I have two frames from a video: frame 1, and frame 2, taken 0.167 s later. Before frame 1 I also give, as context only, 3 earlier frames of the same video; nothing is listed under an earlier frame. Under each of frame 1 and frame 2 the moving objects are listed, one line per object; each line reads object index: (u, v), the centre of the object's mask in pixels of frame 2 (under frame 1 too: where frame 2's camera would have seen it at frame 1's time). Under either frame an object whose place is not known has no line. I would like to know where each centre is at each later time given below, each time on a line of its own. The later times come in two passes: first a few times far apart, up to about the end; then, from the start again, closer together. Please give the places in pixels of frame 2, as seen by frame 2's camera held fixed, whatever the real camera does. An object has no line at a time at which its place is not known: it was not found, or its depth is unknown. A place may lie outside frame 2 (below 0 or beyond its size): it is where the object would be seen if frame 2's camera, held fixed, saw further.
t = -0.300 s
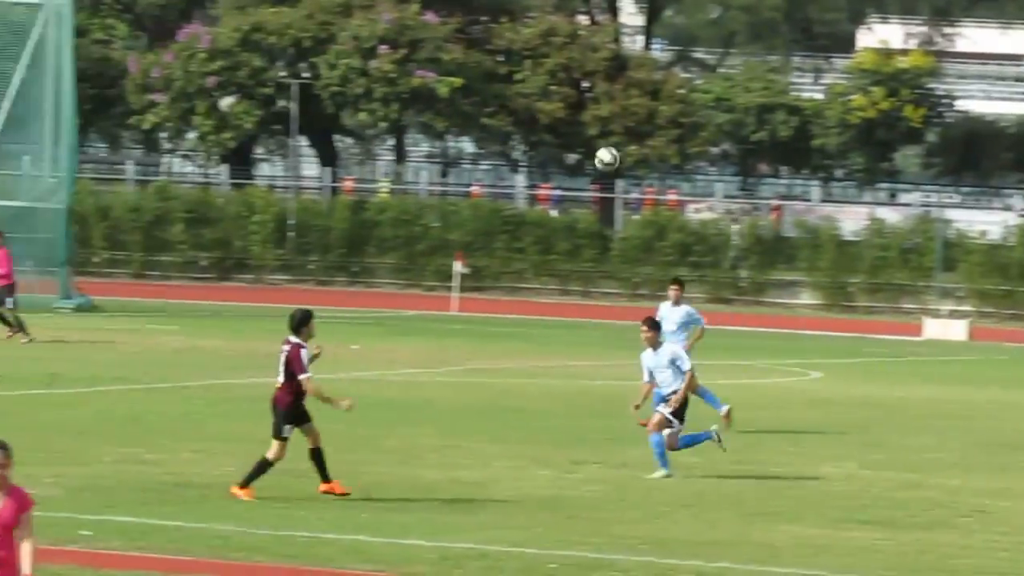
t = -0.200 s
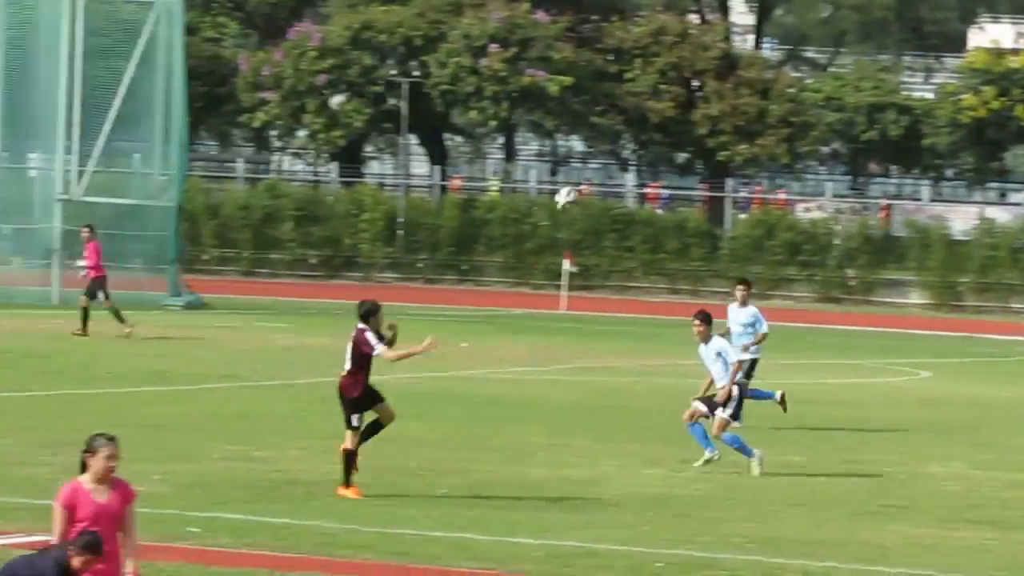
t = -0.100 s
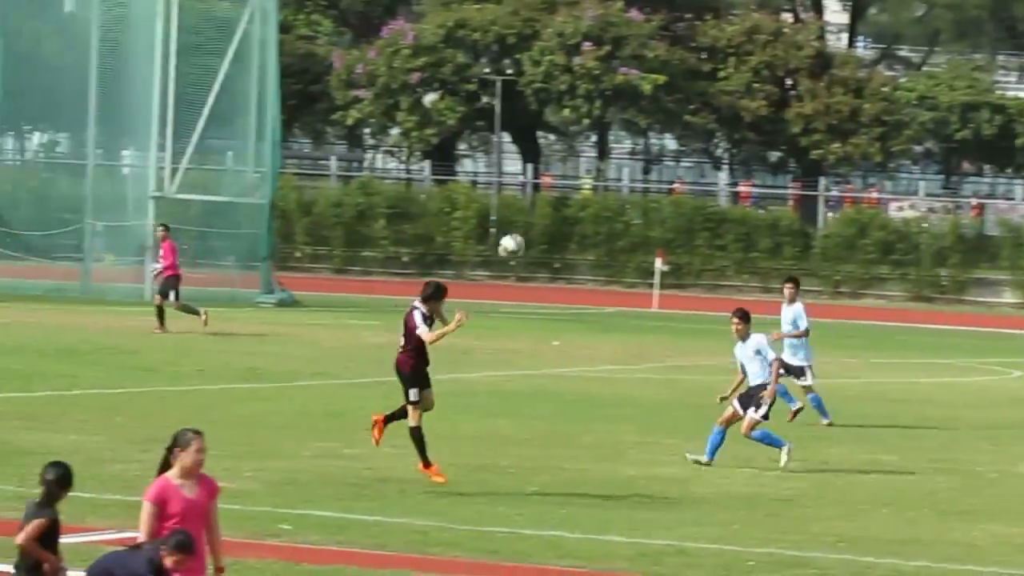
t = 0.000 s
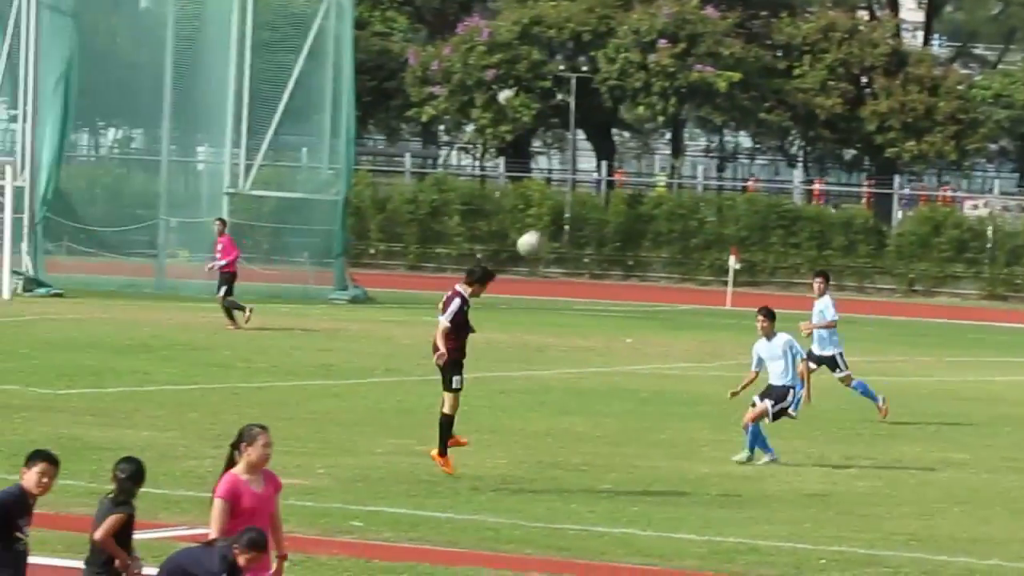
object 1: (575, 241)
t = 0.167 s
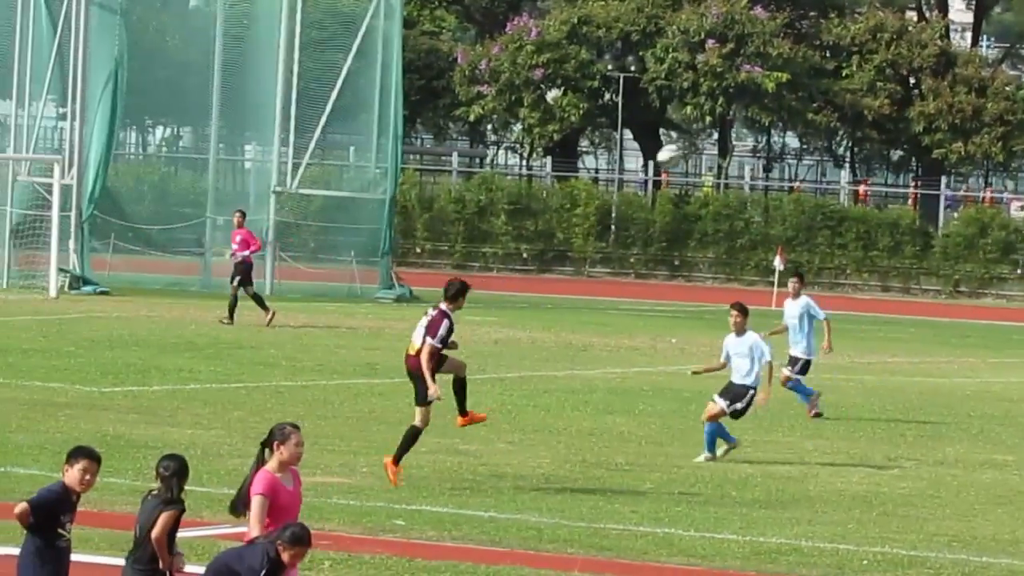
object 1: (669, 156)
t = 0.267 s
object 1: (723, 121)
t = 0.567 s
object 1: (870, 80)
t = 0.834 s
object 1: (990, 126)
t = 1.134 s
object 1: (1117, 257)
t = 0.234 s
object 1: (705, 131)
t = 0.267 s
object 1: (723, 121)
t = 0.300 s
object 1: (740, 110)
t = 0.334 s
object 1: (757, 103)
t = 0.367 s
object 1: (775, 97)
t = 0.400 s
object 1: (791, 92)
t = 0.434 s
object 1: (807, 87)
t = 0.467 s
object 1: (823, 84)
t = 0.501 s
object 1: (838, 81)
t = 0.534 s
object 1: (856, 81)
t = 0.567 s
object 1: (870, 80)
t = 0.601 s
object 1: (886, 83)
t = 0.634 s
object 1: (903, 87)
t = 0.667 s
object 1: (916, 90)
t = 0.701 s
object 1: (931, 94)
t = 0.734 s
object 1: (946, 102)
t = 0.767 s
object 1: (962, 110)
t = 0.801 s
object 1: (975, 118)
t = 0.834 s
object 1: (990, 126)
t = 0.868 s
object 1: (1005, 138)
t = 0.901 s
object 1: (1018, 148)
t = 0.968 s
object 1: (1046, 175)
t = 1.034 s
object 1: (1074, 205)
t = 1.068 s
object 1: (1089, 221)
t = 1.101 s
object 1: (1103, 239)
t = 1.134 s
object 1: (1117, 257)
